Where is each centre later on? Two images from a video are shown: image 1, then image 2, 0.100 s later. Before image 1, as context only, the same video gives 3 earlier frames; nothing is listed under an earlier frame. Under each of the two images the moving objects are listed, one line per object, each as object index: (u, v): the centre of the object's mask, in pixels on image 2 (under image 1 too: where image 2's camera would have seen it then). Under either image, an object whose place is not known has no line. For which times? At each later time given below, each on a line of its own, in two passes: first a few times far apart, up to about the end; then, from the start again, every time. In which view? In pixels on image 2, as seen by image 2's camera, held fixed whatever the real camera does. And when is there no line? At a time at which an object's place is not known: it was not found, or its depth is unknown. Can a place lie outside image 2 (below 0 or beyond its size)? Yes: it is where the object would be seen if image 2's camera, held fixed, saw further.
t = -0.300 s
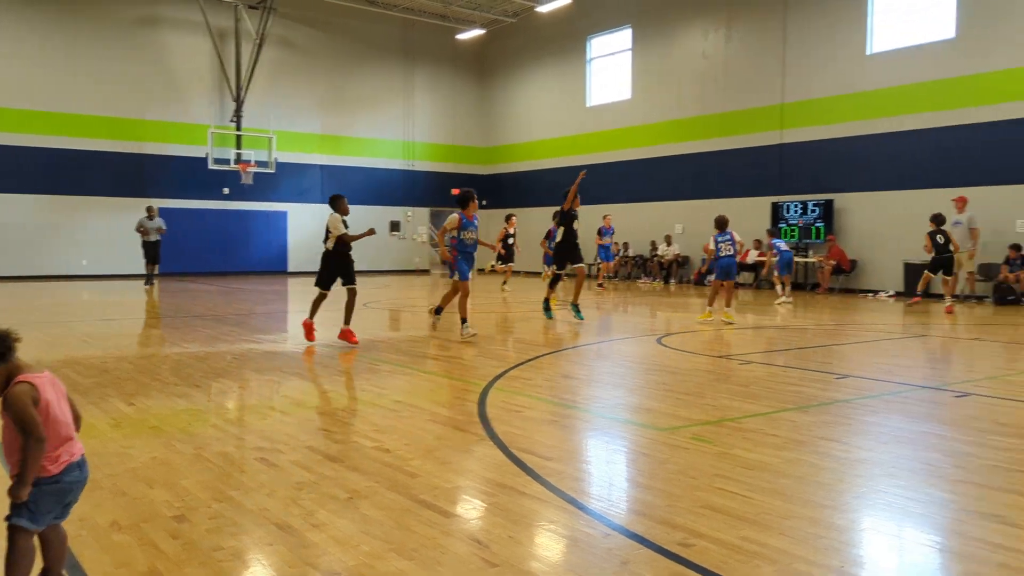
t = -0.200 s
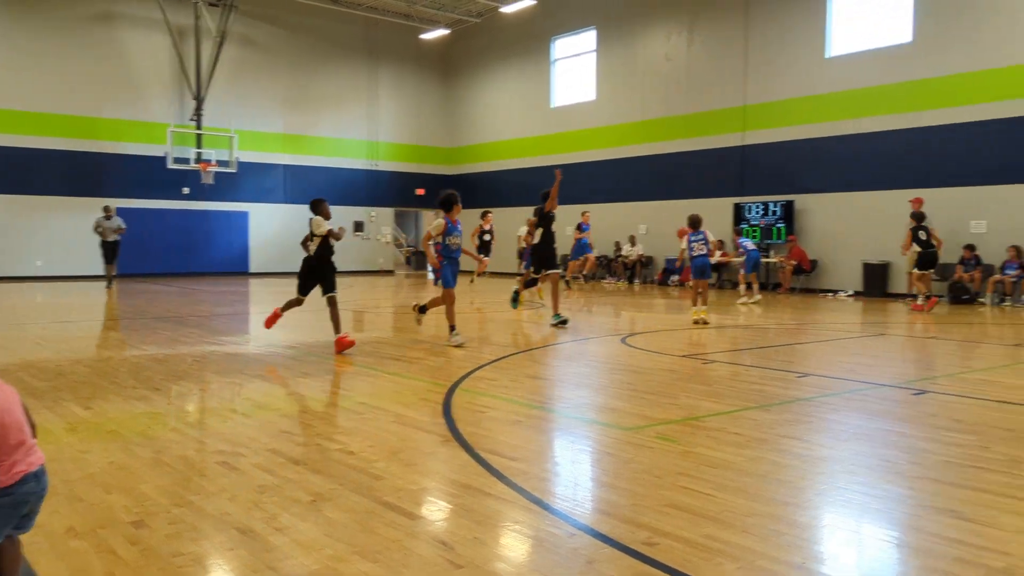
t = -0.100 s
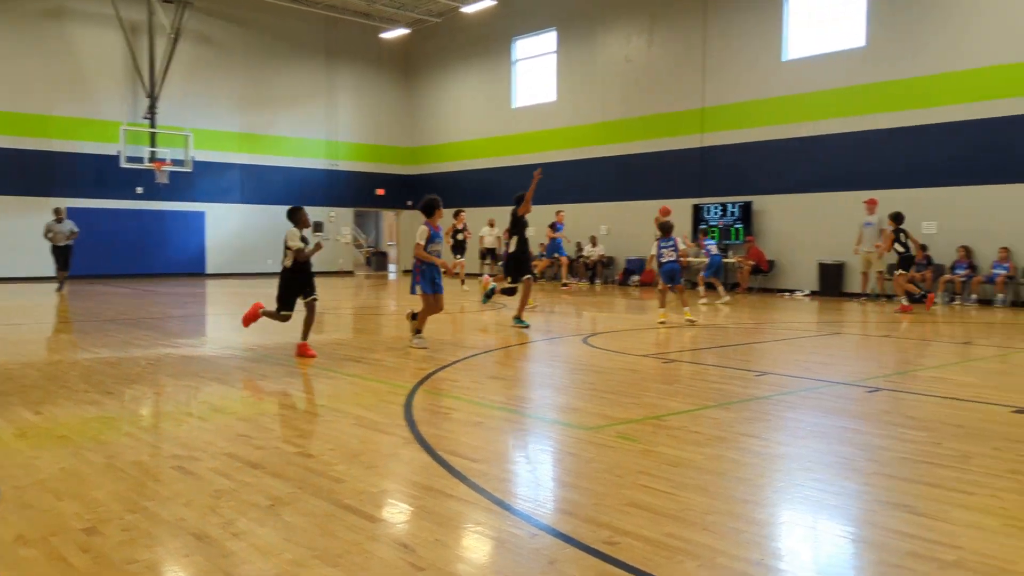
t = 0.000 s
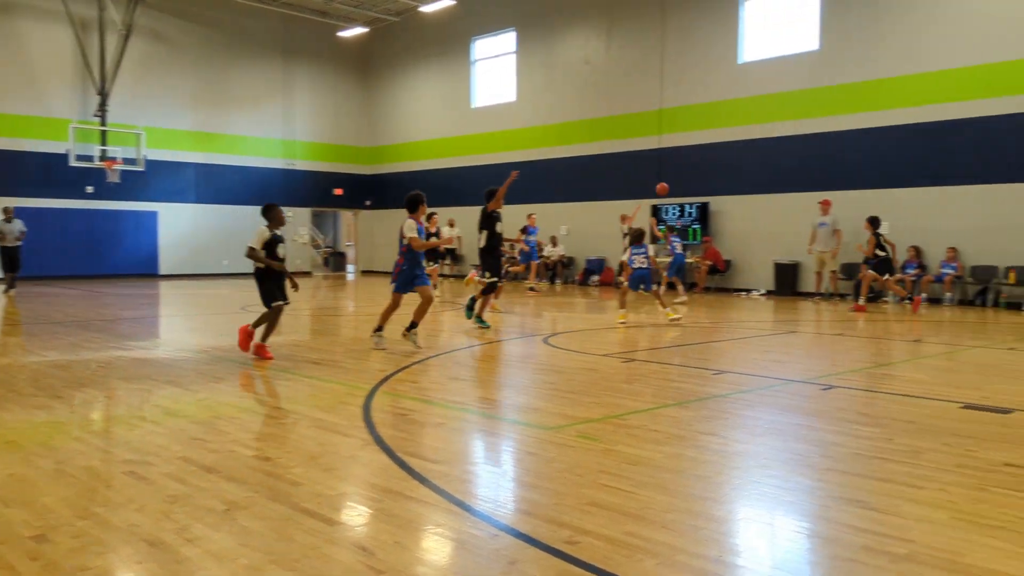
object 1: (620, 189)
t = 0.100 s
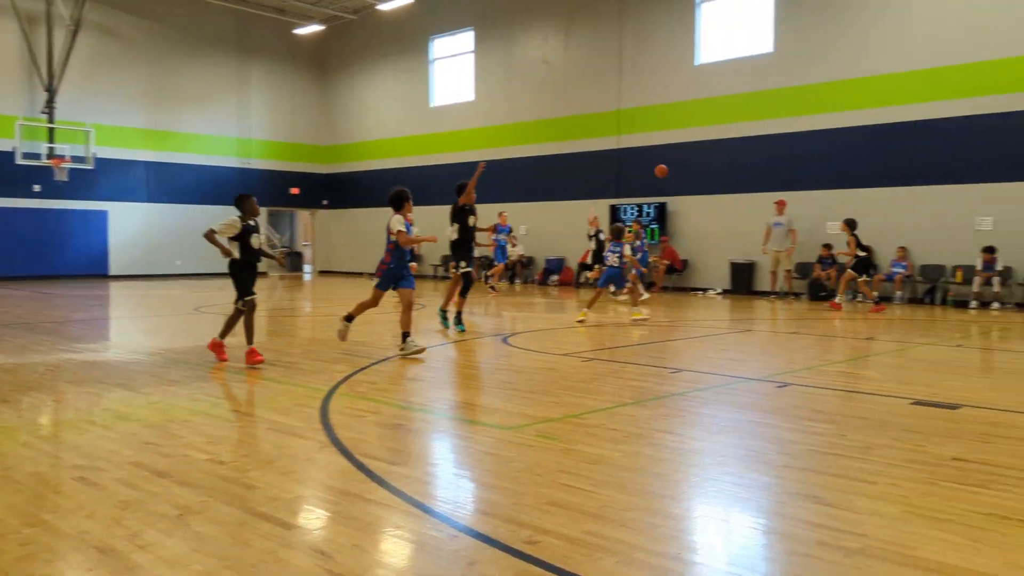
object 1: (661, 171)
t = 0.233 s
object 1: (718, 154)
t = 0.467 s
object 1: (827, 146)
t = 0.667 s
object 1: (931, 165)
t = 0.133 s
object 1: (675, 165)
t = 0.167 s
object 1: (689, 161)
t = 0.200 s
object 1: (703, 157)
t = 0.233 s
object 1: (718, 154)
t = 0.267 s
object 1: (733, 151)
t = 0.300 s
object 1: (748, 149)
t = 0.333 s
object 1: (763, 147)
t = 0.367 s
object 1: (779, 146)
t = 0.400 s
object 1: (795, 145)
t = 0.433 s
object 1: (811, 145)
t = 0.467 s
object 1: (827, 146)
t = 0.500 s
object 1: (844, 148)
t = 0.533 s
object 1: (861, 150)
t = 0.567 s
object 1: (878, 152)
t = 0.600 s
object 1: (895, 156)
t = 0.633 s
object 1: (913, 160)
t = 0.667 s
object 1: (931, 165)
